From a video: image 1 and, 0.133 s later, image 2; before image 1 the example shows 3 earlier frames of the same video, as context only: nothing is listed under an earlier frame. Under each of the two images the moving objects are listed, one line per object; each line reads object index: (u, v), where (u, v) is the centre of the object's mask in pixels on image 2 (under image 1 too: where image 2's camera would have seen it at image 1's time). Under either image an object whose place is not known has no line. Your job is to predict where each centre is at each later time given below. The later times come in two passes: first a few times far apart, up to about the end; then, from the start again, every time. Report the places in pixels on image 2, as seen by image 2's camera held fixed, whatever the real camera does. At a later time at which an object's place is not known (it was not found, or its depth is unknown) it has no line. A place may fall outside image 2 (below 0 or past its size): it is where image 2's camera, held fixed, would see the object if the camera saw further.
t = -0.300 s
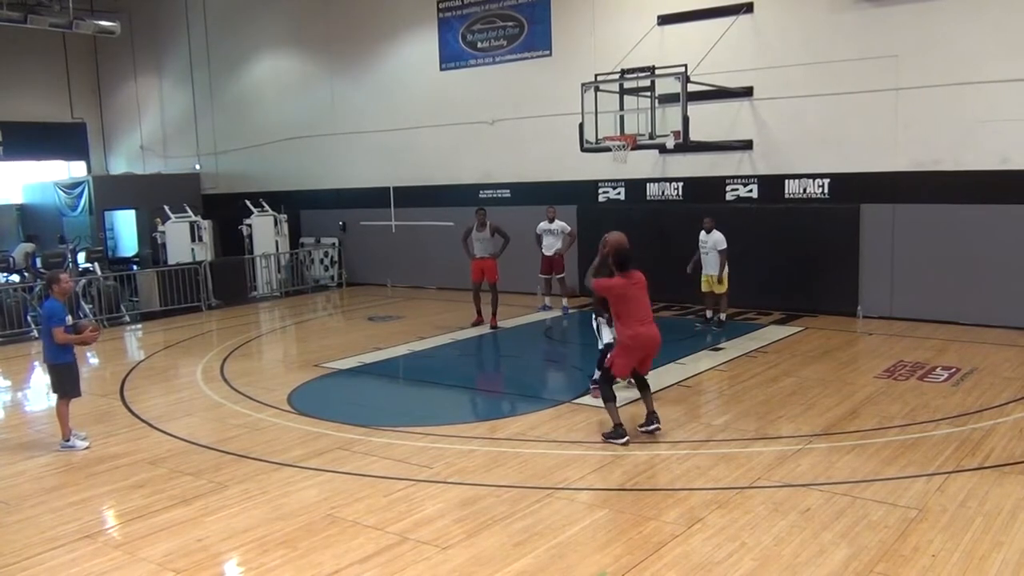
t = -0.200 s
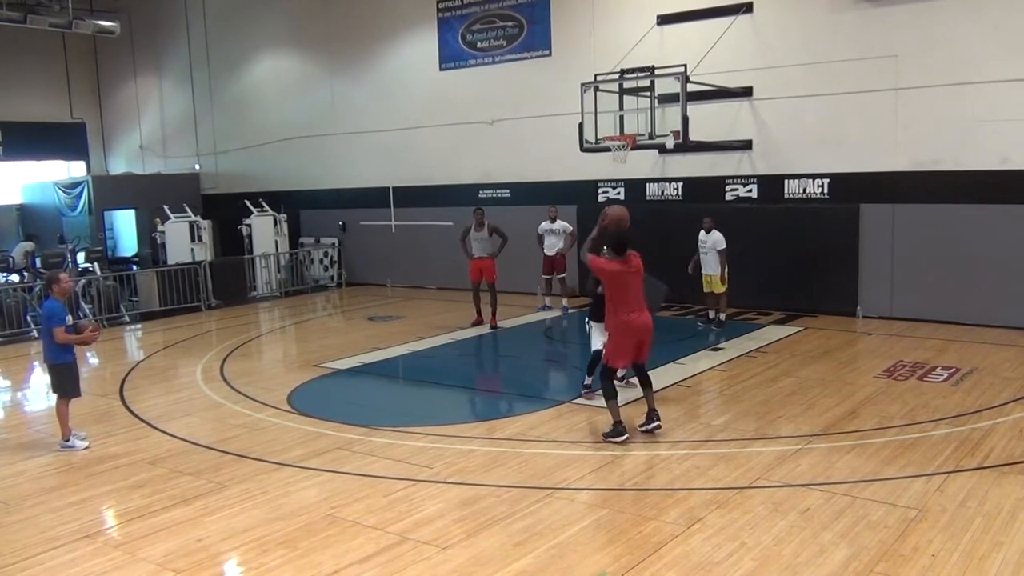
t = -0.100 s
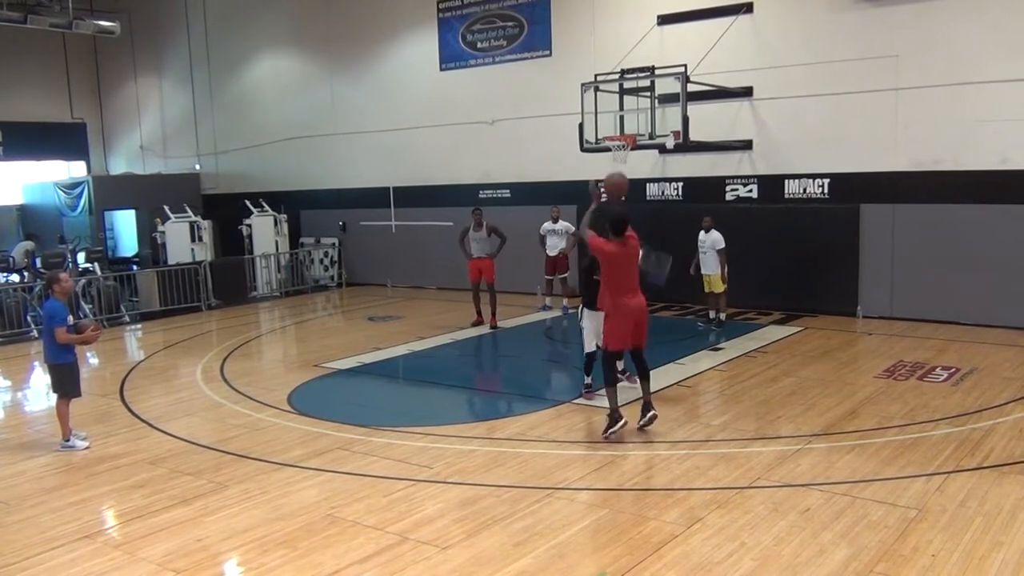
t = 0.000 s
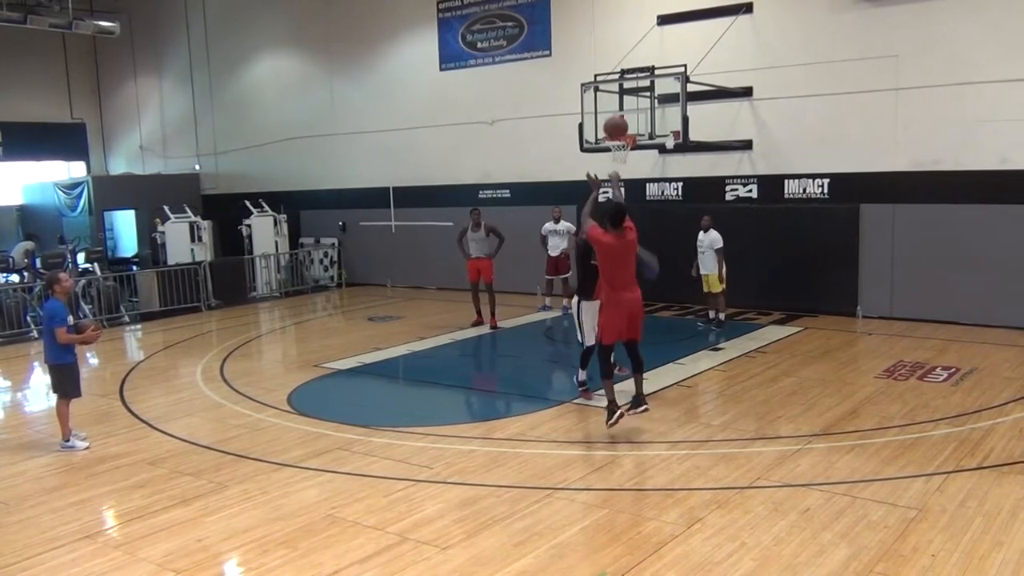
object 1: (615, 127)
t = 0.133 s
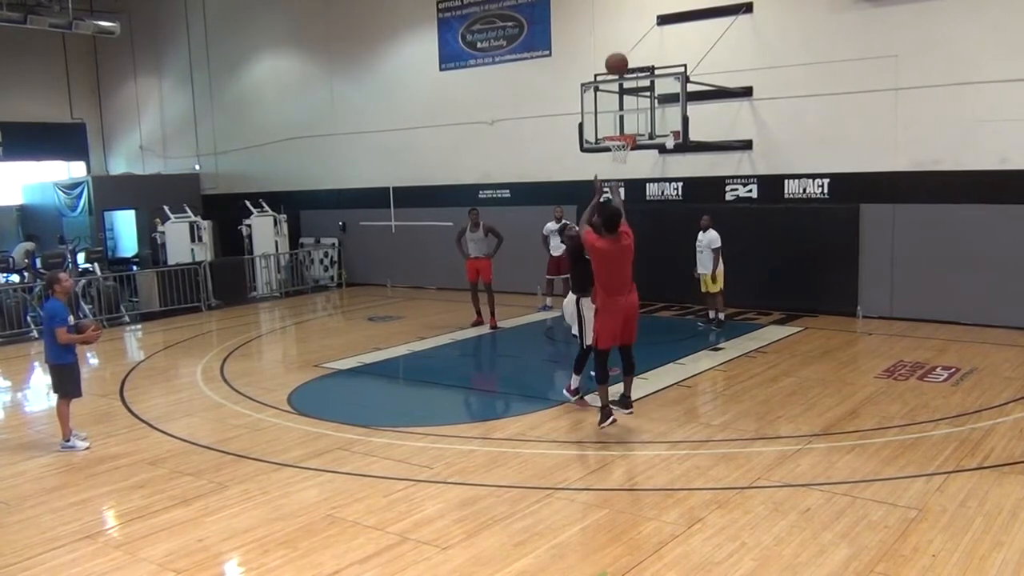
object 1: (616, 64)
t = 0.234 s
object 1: (617, 31)
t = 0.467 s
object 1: (618, 4)
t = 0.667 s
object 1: (619, 8)
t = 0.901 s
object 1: (620, 52)
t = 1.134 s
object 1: (622, 123)
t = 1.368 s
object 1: (630, 159)
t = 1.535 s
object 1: (644, 183)
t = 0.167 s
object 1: (616, 52)
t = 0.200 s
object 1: (617, 41)
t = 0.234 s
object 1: (617, 31)
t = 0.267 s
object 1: (617, 24)
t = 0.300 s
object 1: (617, 17)
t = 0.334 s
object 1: (617, 11)
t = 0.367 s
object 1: (617, 7)
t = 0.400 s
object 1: (617, 5)
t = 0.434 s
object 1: (618, 4)
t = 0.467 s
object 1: (618, 4)
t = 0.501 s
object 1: (618, 3)
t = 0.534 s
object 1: (618, 3)
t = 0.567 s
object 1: (618, 4)
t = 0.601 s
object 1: (619, 5)
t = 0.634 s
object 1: (619, 6)
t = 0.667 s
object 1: (619, 8)
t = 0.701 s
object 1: (619, 12)
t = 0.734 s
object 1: (620, 17)
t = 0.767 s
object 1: (619, 23)
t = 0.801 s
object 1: (620, 29)
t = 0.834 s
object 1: (620, 36)
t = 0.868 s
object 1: (620, 44)
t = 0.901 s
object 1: (620, 52)
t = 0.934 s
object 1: (620, 61)
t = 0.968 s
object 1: (621, 70)
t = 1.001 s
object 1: (621, 79)
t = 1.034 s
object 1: (621, 90)
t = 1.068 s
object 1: (621, 101)
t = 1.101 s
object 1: (621, 111)
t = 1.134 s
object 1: (622, 123)
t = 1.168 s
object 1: (621, 133)
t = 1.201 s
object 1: (615, 135)
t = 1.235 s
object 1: (612, 142)
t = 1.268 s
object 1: (617, 143)
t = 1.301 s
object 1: (625, 154)
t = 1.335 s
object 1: (627, 157)
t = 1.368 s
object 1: (630, 159)
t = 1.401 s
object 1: (632, 163)
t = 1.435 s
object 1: (635, 167)
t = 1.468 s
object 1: (638, 172)
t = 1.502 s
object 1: (640, 176)
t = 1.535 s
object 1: (644, 183)
